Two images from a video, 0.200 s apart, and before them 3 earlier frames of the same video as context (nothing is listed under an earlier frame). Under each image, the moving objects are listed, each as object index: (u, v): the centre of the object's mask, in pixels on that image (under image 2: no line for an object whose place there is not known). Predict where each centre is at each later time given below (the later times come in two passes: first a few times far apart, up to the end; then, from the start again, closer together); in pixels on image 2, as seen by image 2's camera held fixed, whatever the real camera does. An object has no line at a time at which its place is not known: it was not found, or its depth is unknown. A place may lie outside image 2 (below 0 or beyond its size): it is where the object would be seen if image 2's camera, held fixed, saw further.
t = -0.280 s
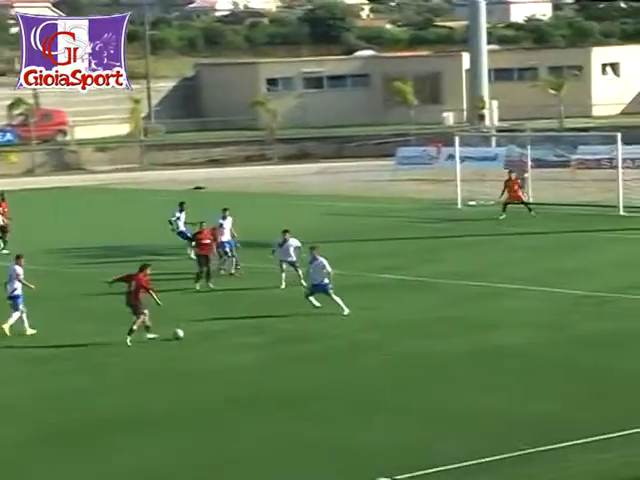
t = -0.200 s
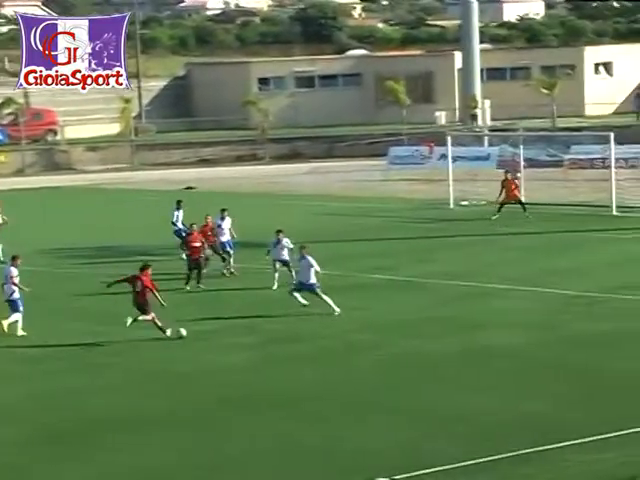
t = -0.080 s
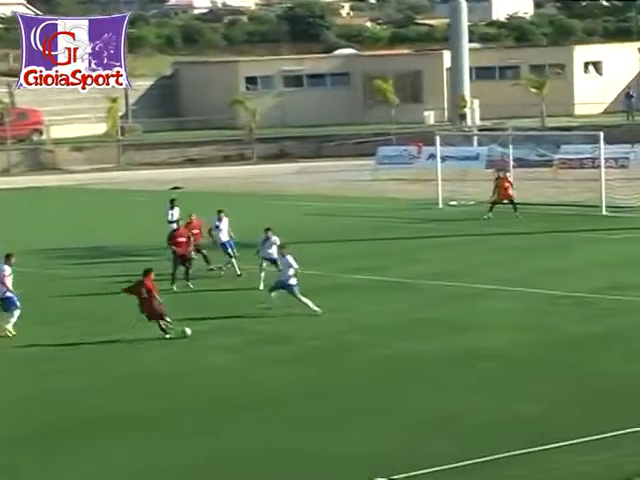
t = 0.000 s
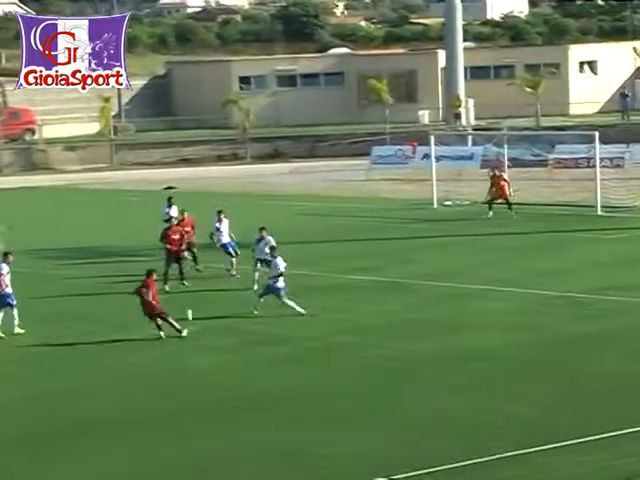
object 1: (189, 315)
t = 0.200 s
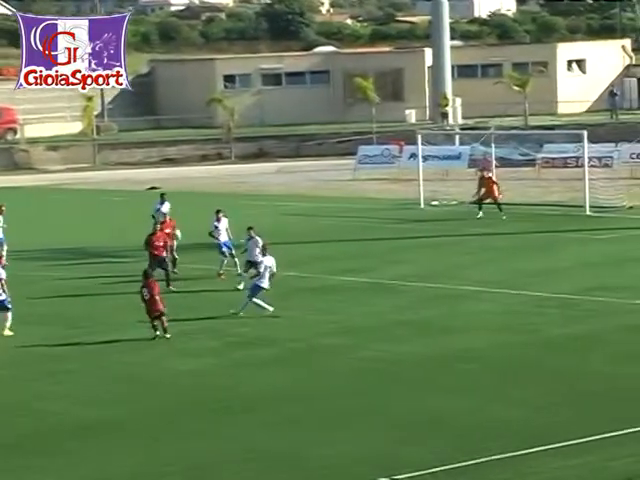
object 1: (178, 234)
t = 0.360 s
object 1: (175, 184)
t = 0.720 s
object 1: (169, 111)
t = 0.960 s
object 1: (163, 90)
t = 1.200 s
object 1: (153, 86)
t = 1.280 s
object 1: (149, 87)
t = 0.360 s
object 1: (175, 184)
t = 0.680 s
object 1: (170, 117)
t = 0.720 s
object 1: (169, 111)
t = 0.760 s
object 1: (169, 107)
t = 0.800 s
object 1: (168, 103)
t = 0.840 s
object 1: (167, 99)
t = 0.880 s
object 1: (166, 95)
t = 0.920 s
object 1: (164, 93)
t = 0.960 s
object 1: (163, 90)
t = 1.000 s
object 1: (162, 89)
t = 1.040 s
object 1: (159, 87)
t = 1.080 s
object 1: (159, 86)
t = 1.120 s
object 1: (157, 86)
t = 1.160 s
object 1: (156, 86)
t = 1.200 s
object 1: (153, 86)
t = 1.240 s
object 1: (151, 86)
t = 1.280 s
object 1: (149, 87)
